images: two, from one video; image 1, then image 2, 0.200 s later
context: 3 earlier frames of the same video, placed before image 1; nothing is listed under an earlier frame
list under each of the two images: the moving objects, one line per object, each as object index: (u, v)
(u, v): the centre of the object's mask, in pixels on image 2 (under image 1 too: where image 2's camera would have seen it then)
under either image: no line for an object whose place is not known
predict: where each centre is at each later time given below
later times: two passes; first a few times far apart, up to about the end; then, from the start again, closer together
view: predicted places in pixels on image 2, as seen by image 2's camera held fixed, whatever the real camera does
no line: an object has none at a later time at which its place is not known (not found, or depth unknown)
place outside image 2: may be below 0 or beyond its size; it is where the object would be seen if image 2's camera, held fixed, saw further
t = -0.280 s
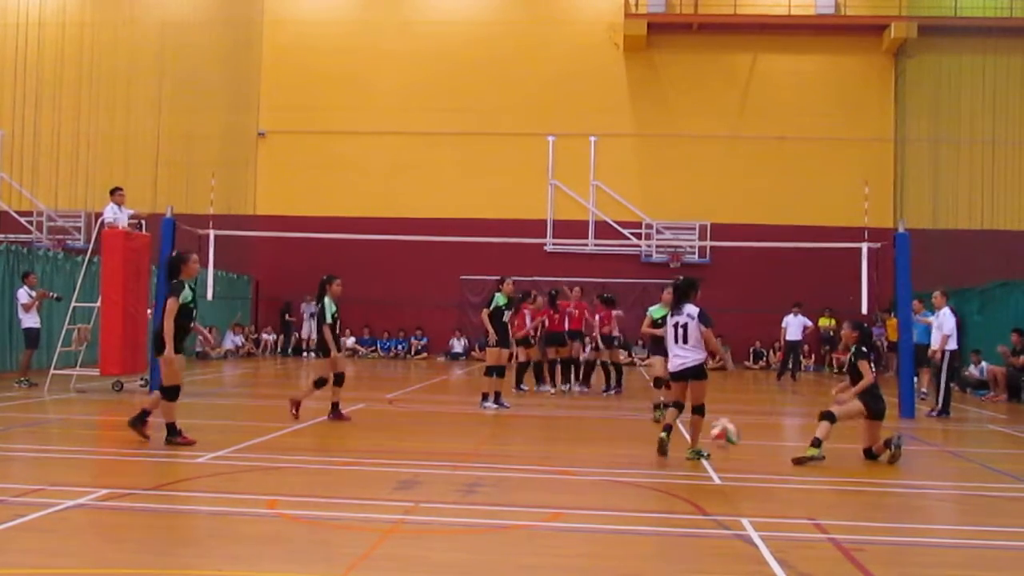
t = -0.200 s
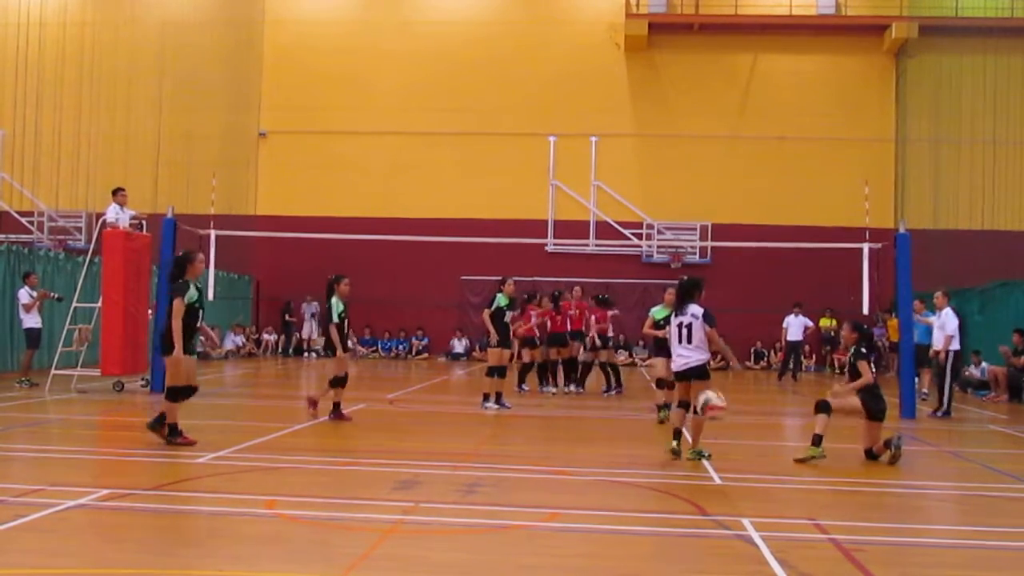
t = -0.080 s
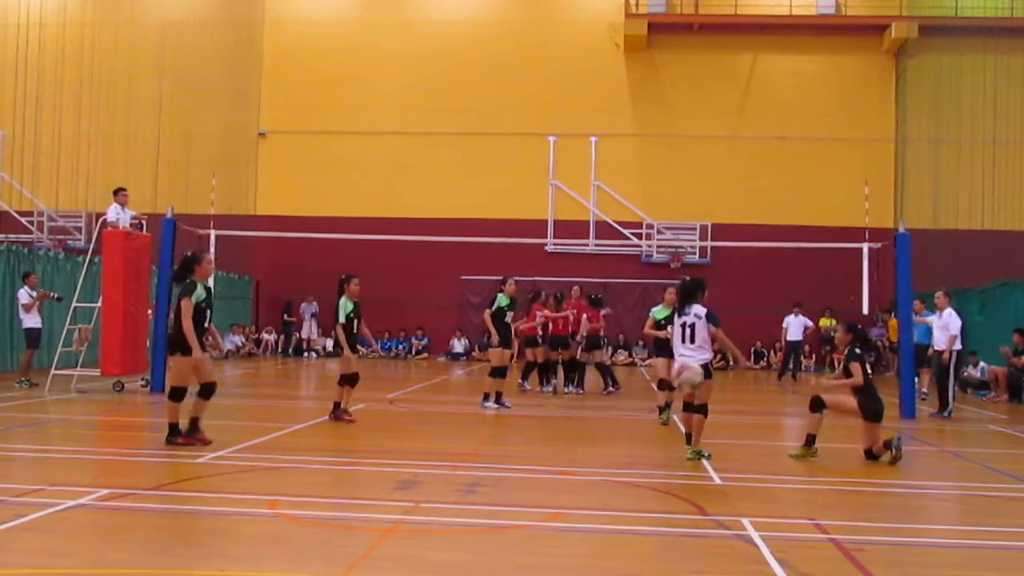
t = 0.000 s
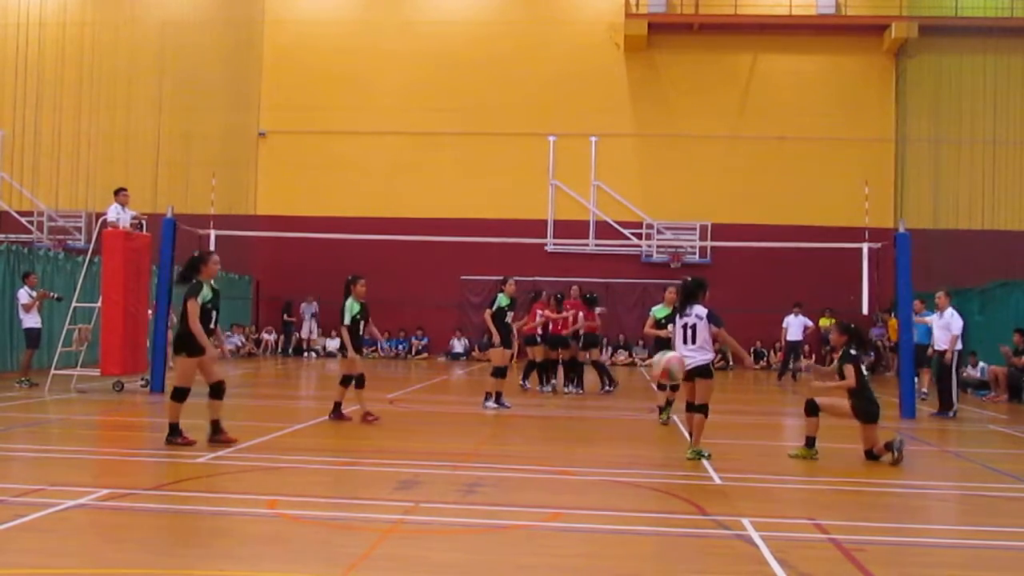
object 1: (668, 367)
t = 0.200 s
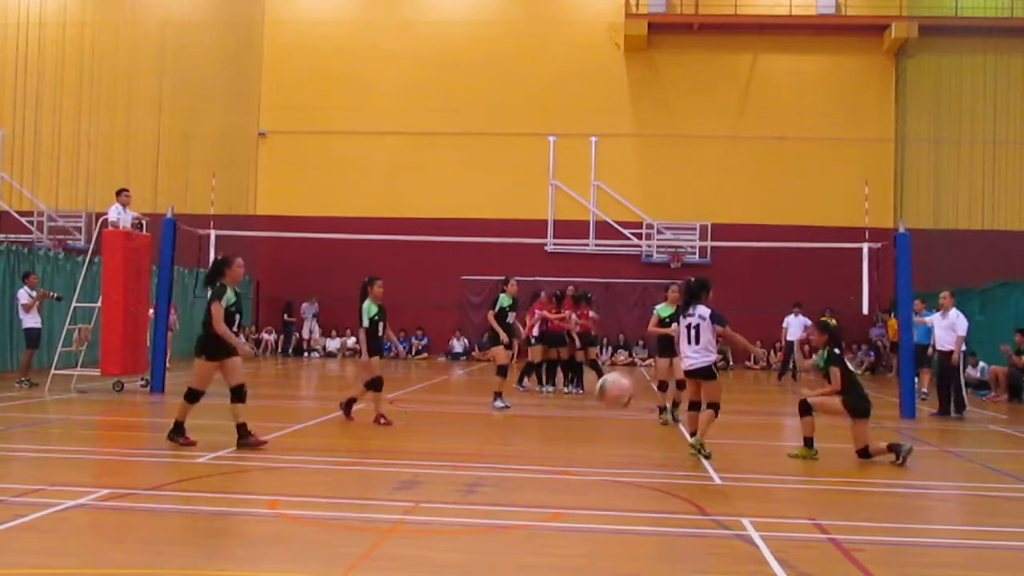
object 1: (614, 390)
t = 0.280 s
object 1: (589, 422)
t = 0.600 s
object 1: (457, 486)
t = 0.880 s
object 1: (280, 483)
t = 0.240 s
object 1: (603, 404)
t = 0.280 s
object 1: (589, 422)
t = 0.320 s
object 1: (575, 444)
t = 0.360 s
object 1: (559, 472)
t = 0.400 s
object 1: (545, 501)
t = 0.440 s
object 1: (530, 538)
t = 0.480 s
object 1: (512, 538)
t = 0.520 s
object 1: (492, 516)
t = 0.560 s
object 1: (477, 500)
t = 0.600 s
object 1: (457, 486)
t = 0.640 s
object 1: (436, 473)
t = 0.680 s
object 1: (414, 464)
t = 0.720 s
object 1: (392, 460)
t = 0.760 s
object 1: (368, 459)
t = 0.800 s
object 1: (339, 462)
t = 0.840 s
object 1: (310, 471)
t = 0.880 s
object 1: (280, 483)
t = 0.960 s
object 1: (211, 530)
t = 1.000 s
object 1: (174, 553)
